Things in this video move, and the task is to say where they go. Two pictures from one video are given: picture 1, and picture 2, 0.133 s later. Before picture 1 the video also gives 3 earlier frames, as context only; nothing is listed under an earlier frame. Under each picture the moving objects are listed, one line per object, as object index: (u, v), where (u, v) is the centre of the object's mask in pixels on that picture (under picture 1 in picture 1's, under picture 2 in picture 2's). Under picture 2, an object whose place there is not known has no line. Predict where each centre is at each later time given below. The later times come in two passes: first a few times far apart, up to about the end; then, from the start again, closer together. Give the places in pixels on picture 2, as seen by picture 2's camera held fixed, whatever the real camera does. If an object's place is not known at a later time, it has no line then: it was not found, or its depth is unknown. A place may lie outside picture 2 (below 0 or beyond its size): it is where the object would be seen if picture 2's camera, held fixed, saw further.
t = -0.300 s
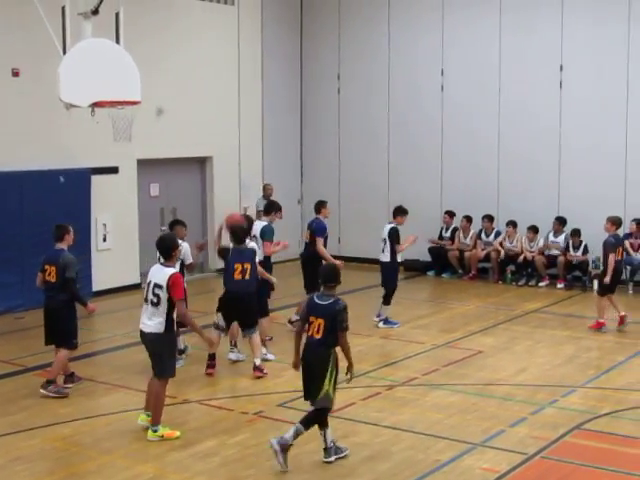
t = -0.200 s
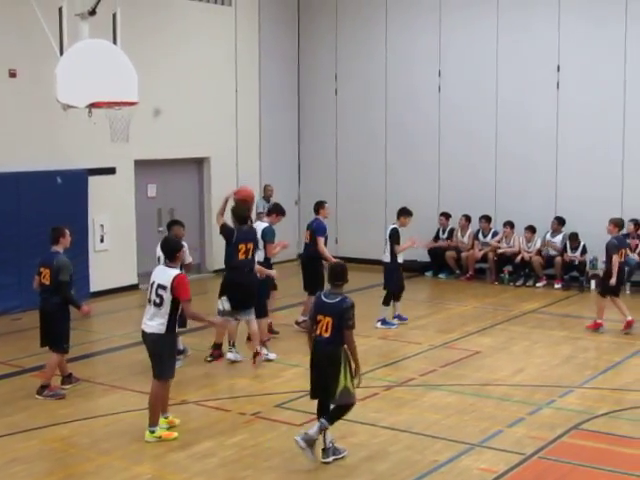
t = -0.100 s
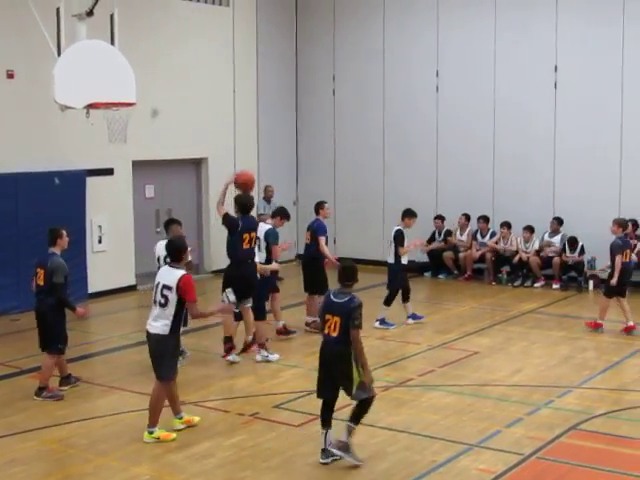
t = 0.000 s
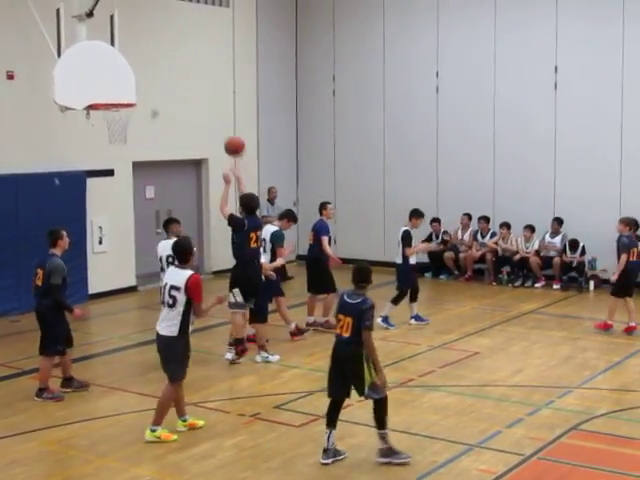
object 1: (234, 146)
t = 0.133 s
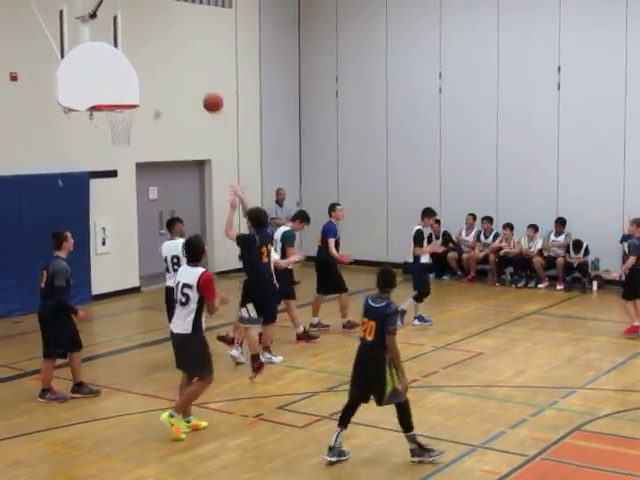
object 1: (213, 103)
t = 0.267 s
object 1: (189, 75)
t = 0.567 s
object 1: (143, 70)
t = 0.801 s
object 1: (114, 116)
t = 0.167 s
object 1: (207, 94)
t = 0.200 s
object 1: (201, 87)
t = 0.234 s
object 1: (195, 80)
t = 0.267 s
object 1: (189, 75)
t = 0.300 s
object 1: (184, 71)
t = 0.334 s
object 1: (179, 67)
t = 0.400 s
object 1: (168, 64)
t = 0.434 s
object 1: (163, 63)
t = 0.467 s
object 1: (158, 63)
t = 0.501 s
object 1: (153, 65)
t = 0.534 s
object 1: (148, 67)
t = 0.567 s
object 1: (143, 70)
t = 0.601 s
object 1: (139, 74)
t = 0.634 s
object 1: (134, 79)
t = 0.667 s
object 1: (130, 84)
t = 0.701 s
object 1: (125, 90)
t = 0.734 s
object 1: (120, 97)
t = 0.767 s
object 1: (116, 106)
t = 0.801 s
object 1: (114, 116)
